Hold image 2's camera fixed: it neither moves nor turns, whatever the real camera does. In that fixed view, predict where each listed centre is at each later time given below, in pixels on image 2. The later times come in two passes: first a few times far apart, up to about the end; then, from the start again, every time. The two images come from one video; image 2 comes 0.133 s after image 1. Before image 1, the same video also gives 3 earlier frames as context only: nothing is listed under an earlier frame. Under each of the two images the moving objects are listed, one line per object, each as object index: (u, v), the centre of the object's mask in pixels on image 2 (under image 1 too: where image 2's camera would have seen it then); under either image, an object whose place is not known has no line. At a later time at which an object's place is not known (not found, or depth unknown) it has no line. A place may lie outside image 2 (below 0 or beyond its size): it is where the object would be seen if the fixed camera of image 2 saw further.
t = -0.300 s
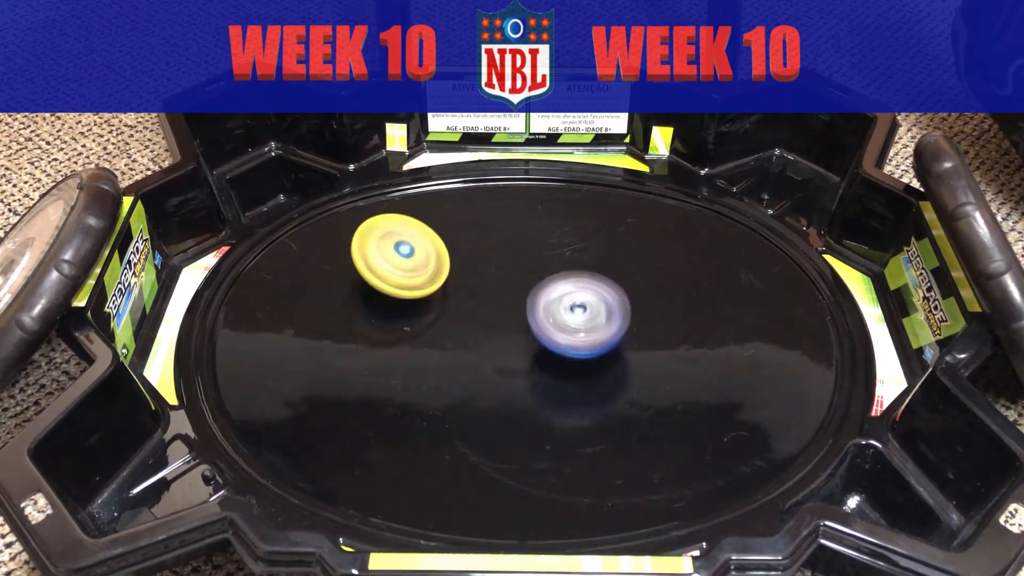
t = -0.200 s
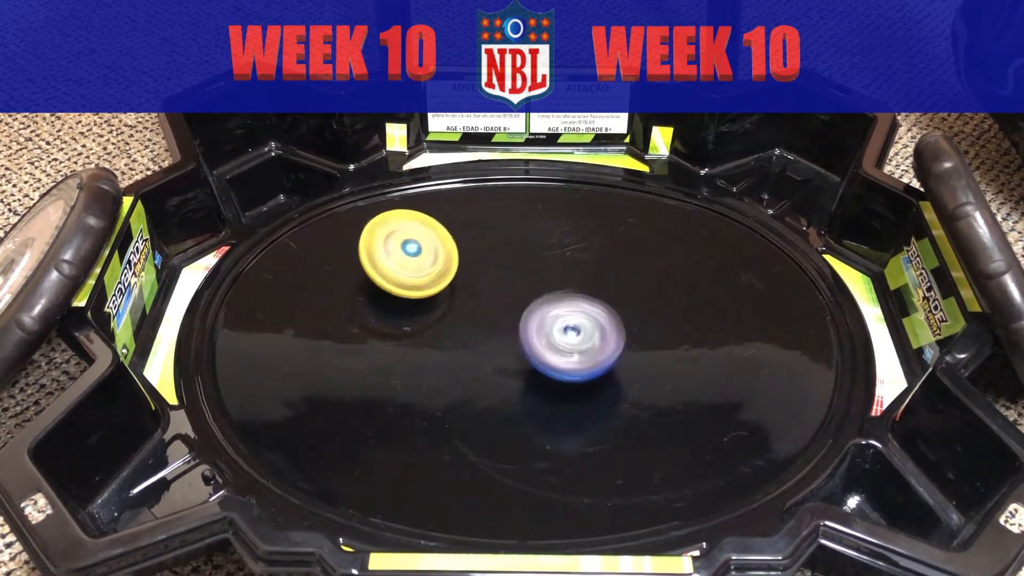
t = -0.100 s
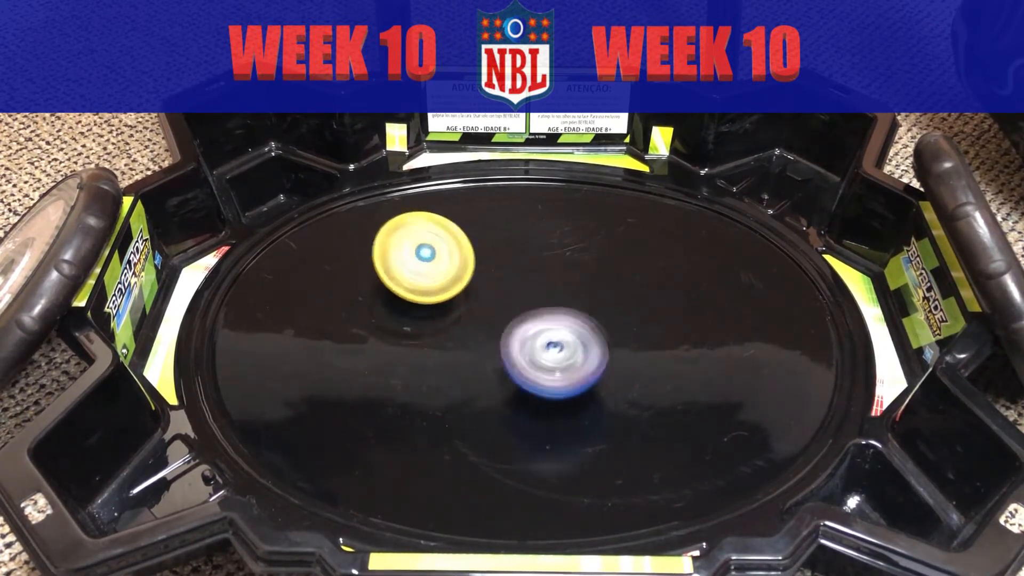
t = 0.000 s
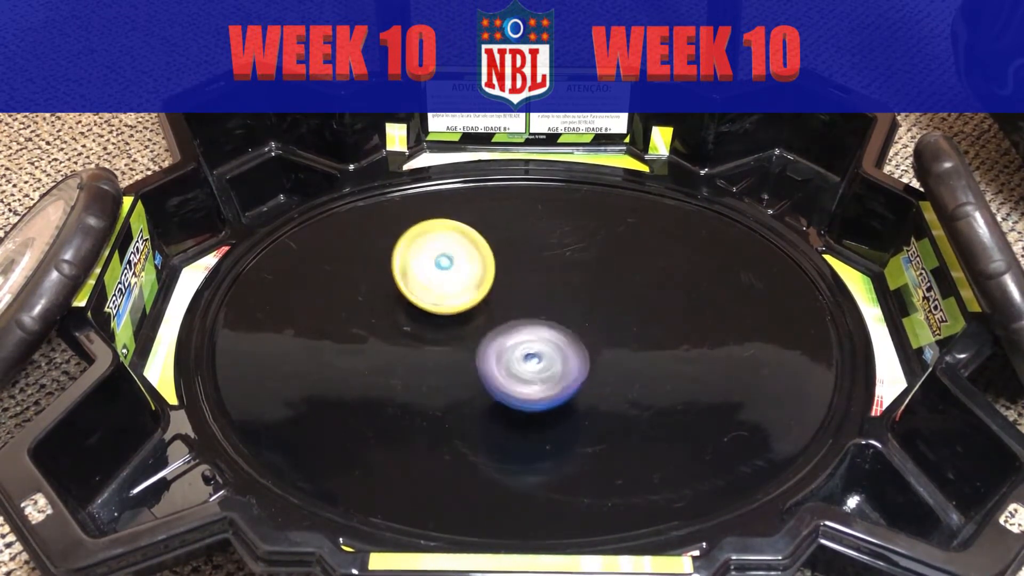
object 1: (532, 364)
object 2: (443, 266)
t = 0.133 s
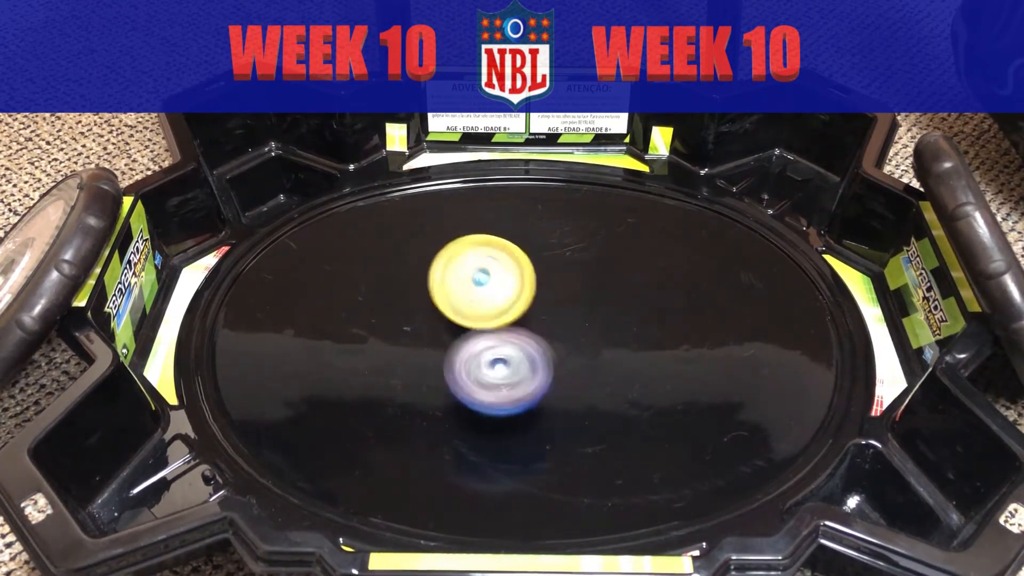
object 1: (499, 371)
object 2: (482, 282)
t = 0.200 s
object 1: (482, 370)
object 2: (510, 292)
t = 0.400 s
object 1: (458, 335)
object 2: (610, 337)
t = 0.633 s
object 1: (497, 298)
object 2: (690, 373)
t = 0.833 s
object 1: (550, 293)
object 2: (680, 380)
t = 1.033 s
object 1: (587, 310)
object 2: (632, 379)
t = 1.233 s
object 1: (567, 281)
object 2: (531, 375)
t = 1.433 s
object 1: (535, 271)
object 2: (418, 313)
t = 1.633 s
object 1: (493, 285)
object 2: (346, 254)
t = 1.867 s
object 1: (461, 324)
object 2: (354, 244)
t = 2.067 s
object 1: (456, 354)
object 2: (402, 265)
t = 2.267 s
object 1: (478, 378)
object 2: (509, 304)
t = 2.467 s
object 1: (523, 374)
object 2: (627, 351)
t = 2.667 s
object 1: (561, 347)
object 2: (721, 386)
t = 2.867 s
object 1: (577, 312)
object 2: (718, 392)
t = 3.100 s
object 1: (567, 283)
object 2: (640, 378)
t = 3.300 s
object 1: (533, 275)
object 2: (518, 350)
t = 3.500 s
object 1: (514, 258)
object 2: (422, 325)
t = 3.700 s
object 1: (498, 277)
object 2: (388, 282)
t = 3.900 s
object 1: (490, 319)
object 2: (404, 272)
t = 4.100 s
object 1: (495, 355)
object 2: (454, 281)
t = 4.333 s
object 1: (520, 379)
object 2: (569, 316)
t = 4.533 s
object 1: (551, 377)
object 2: (651, 363)
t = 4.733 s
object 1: (563, 355)
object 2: (656, 386)
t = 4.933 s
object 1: (559, 319)
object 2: (618, 389)
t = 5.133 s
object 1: (529, 278)
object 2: (532, 382)
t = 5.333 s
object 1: (499, 269)
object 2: (464, 345)
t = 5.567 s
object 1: (495, 262)
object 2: (421, 316)
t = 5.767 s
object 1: (540, 271)
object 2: (438, 295)
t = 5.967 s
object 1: (593, 291)
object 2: (472, 297)
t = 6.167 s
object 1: (623, 308)
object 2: (510, 325)
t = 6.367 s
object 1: (647, 320)
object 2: (520, 374)
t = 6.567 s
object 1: (632, 328)
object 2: (508, 397)
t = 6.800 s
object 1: (582, 340)
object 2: (497, 382)
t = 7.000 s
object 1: (584, 331)
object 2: (486, 331)
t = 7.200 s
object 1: (607, 328)
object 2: (535, 284)
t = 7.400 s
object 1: (610, 347)
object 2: (601, 276)
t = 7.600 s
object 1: (590, 382)
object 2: (642, 301)
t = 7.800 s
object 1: (568, 401)
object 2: (622, 328)
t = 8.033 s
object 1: (528, 391)
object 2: (576, 318)
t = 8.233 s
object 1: (506, 374)
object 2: (533, 295)
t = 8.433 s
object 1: (495, 375)
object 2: (521, 282)
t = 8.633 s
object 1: (498, 361)
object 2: (520, 284)
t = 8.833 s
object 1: (494, 363)
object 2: (526, 288)
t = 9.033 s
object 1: (490, 364)
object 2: (522, 288)
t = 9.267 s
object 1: (484, 358)
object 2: (521, 284)
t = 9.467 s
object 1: (467, 352)
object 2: (518, 286)
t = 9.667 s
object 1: (474, 378)
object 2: (534, 281)
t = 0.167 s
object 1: (491, 371)
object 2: (495, 287)
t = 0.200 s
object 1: (482, 370)
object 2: (510, 292)
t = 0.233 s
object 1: (474, 366)
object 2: (526, 299)
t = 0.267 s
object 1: (467, 361)
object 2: (542, 307)
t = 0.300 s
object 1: (463, 355)
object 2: (559, 315)
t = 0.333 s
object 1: (460, 349)
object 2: (576, 322)
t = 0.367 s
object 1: (458, 342)
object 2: (593, 330)
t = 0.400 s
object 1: (458, 335)
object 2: (610, 337)
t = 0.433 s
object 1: (459, 328)
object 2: (625, 344)
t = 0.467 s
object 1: (463, 322)
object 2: (641, 350)
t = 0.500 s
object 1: (467, 316)
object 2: (656, 356)
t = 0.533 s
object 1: (473, 311)
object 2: (668, 361)
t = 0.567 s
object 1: (480, 306)
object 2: (679, 366)
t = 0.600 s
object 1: (488, 302)
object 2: (685, 370)
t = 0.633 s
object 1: (497, 298)
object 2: (690, 373)
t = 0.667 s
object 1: (505, 296)
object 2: (692, 375)
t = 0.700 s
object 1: (514, 294)
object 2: (692, 377)
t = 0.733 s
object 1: (523, 292)
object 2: (691, 378)
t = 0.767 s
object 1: (533, 291)
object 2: (689, 379)
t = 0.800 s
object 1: (542, 292)
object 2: (685, 379)
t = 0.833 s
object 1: (550, 293)
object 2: (680, 380)
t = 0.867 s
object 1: (558, 294)
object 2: (674, 380)
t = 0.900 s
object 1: (566, 297)
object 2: (666, 380)
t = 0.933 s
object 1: (574, 300)
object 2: (657, 379)
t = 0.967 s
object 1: (580, 304)
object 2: (648, 378)
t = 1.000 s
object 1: (585, 308)
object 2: (639, 378)
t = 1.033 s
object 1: (587, 310)
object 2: (632, 379)
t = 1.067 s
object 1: (584, 305)
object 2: (622, 386)
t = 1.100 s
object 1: (580, 299)
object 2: (609, 391)
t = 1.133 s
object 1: (577, 293)
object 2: (592, 393)
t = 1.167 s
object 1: (574, 289)
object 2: (573, 390)
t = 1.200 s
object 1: (570, 284)
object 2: (552, 383)
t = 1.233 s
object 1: (567, 281)
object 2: (531, 375)
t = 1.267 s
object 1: (562, 278)
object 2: (510, 366)
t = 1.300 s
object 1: (558, 275)
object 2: (490, 356)
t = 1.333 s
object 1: (552, 274)
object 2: (470, 346)
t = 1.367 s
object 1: (547, 272)
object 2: (452, 335)
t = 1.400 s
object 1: (541, 271)
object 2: (434, 324)
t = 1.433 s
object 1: (535, 271)
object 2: (418, 313)
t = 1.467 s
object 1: (528, 271)
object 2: (402, 302)
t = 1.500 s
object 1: (521, 273)
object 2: (387, 291)
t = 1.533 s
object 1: (514, 275)
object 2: (373, 280)
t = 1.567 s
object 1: (507, 278)
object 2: (361, 269)
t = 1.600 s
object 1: (500, 281)
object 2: (352, 261)
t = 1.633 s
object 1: (493, 285)
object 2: (346, 254)
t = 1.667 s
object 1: (487, 290)
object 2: (343, 248)
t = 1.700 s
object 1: (481, 295)
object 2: (341, 244)
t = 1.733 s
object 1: (476, 300)
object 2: (341, 242)
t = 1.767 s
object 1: (471, 307)
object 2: (342, 241)
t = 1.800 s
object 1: (467, 312)
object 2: (345, 241)
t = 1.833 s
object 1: (464, 318)
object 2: (349, 242)
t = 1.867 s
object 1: (461, 324)
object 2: (354, 244)
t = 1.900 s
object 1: (459, 330)
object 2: (360, 246)
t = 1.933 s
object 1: (457, 336)
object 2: (367, 248)
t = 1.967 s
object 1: (456, 340)
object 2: (374, 252)
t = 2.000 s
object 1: (456, 345)
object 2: (382, 256)
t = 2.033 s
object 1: (455, 350)
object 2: (391, 261)
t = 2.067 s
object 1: (456, 354)
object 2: (402, 265)
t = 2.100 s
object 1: (458, 359)
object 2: (416, 270)
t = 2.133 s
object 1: (461, 363)
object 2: (431, 276)
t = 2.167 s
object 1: (466, 368)
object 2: (450, 283)
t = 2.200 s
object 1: (468, 372)
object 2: (469, 290)
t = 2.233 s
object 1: (473, 375)
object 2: (489, 296)
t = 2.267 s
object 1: (478, 378)
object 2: (509, 304)
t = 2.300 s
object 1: (484, 379)
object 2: (530, 312)
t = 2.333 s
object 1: (491, 380)
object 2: (550, 320)
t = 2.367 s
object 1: (497, 380)
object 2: (571, 328)
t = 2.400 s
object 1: (505, 379)
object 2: (590, 336)
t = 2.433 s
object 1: (513, 376)
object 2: (609, 344)
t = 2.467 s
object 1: (523, 374)
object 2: (627, 351)
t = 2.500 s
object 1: (531, 370)
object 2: (646, 358)
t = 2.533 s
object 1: (538, 366)
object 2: (664, 365)
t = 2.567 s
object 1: (545, 362)
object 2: (682, 372)
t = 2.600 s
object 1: (551, 357)
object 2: (698, 377)
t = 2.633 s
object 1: (558, 352)
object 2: (712, 383)
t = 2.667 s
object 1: (561, 347)
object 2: (721, 386)
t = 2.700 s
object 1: (567, 340)
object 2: (727, 389)
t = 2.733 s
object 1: (569, 334)
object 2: (730, 391)
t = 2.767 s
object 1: (573, 328)
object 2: (729, 392)
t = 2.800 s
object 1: (574, 323)
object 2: (727, 393)
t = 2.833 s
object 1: (576, 317)
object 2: (724, 393)
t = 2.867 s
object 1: (577, 312)
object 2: (718, 392)
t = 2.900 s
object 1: (578, 306)
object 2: (711, 391)
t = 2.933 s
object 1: (578, 302)
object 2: (702, 390)
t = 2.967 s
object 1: (577, 298)
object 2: (692, 388)
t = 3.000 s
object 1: (575, 293)
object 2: (680, 386)
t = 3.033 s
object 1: (573, 289)
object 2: (668, 383)
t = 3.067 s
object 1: (570, 286)
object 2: (655, 380)
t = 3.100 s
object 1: (567, 283)
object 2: (640, 378)
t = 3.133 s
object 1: (562, 280)
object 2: (621, 375)
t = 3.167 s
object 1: (557, 278)
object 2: (601, 372)
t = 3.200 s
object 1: (551, 276)
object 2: (581, 368)
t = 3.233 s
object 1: (546, 275)
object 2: (559, 362)
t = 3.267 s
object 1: (539, 275)
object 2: (538, 357)
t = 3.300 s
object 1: (533, 275)
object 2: (518, 350)
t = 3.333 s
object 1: (528, 275)
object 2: (499, 344)
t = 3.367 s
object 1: (524, 268)
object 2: (478, 344)
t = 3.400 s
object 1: (521, 264)
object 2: (460, 343)
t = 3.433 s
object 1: (519, 261)
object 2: (445, 340)
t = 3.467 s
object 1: (516, 259)
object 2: (432, 334)
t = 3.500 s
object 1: (514, 258)
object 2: (422, 325)
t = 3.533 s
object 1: (512, 258)
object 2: (412, 317)
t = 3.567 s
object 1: (509, 260)
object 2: (403, 309)
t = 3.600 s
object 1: (507, 263)
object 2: (397, 301)
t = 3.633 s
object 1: (504, 267)
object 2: (392, 294)
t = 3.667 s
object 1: (501, 272)
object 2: (389, 287)
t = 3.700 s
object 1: (498, 277)
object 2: (388, 282)
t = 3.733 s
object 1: (496, 284)
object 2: (389, 278)
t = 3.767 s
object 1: (493, 290)
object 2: (390, 275)
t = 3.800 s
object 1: (491, 297)
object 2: (393, 274)
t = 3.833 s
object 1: (491, 304)
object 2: (396, 272)
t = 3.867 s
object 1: (490, 312)
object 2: (399, 272)
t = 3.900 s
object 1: (490, 319)
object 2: (404, 272)
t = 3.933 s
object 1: (490, 325)
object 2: (409, 273)
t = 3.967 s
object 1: (490, 332)
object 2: (415, 274)
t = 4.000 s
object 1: (490, 338)
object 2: (422, 275)
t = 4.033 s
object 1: (491, 345)
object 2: (431, 277)
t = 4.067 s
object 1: (493, 350)
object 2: (442, 279)
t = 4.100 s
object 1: (495, 355)
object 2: (454, 281)
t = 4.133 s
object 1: (498, 360)
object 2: (468, 285)
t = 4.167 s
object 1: (501, 364)
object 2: (484, 289)
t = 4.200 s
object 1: (504, 367)
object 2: (501, 293)
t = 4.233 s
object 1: (508, 371)
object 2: (517, 298)
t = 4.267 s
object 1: (511, 373)
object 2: (535, 303)
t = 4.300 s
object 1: (517, 377)
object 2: (552, 309)
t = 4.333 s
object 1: (520, 379)
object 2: (569, 316)
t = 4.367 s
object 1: (526, 380)
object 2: (586, 324)
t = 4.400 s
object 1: (532, 380)
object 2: (602, 332)
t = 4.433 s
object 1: (537, 380)
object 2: (617, 340)
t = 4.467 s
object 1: (543, 380)
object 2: (631, 348)
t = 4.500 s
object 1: (548, 378)
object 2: (642, 356)
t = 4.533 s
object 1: (551, 377)
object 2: (651, 363)
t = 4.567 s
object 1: (554, 375)
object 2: (656, 370)
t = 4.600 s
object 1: (556, 372)
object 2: (659, 375)
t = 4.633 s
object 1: (558, 369)
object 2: (661, 379)
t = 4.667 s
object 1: (561, 365)
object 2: (661, 382)
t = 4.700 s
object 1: (562, 359)
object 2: (659, 384)
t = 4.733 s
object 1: (563, 355)
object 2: (656, 386)
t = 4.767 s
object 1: (564, 349)
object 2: (653, 387)
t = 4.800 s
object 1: (564, 343)
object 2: (648, 388)
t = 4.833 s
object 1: (564, 338)
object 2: (642, 388)
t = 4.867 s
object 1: (563, 332)
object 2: (636, 387)
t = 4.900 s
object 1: (561, 325)
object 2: (628, 388)
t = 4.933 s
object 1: (559, 319)
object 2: (618, 389)
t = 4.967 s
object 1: (556, 312)
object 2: (605, 388)
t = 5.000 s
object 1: (551, 306)
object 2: (591, 387)
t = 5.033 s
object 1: (548, 303)
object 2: (576, 383)
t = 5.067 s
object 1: (543, 297)
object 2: (560, 380)
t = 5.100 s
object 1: (536, 285)
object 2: (545, 383)
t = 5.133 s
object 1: (529, 278)
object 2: (532, 382)
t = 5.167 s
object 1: (523, 273)
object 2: (519, 378)
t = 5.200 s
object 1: (518, 269)
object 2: (508, 372)
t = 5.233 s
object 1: (512, 268)
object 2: (497, 365)
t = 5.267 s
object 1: (506, 269)
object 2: (485, 357)
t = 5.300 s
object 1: (502, 270)
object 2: (475, 349)
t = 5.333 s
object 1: (499, 269)
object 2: (464, 345)
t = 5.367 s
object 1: (496, 265)
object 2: (454, 341)
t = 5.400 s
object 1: (492, 265)
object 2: (446, 336)
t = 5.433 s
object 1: (490, 265)
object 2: (440, 331)
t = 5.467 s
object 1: (490, 262)
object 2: (432, 329)
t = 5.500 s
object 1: (491, 261)
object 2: (425, 326)
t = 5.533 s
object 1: (493, 261)
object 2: (422, 322)
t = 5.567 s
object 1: (495, 262)
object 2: (421, 316)
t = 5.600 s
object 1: (501, 262)
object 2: (421, 311)
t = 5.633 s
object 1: (507, 263)
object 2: (422, 307)
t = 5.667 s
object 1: (514, 265)
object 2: (426, 302)
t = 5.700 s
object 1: (523, 267)
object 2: (430, 300)
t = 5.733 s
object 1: (533, 269)
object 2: (433, 297)
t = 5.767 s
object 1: (540, 271)
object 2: (438, 295)
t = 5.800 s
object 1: (547, 274)
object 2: (444, 295)
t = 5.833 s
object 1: (554, 278)
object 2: (452, 294)
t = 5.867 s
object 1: (563, 281)
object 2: (460, 294)
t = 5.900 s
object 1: (574, 285)
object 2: (464, 294)
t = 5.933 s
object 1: (585, 288)
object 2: (468, 295)
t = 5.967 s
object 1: (593, 291)
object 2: (472, 297)
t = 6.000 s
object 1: (599, 294)
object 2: (476, 300)
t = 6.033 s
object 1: (605, 297)
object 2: (481, 303)
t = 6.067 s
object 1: (610, 300)
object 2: (487, 307)
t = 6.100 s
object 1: (615, 303)
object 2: (494, 313)
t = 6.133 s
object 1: (620, 306)
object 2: (502, 319)
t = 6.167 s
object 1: (623, 308)
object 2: (510, 325)
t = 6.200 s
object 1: (627, 311)
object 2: (518, 332)
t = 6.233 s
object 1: (629, 314)
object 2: (525, 339)
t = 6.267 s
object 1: (631, 317)
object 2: (529, 347)
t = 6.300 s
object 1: (639, 318)
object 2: (525, 358)
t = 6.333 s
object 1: (643, 318)
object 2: (522, 366)
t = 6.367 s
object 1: (647, 320)
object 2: (520, 374)
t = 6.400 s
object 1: (649, 321)
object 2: (519, 382)
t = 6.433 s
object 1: (648, 322)
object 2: (516, 388)
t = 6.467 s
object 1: (646, 324)
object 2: (514, 392)
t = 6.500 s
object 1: (643, 325)
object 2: (512, 395)
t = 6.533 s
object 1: (638, 327)
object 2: (509, 396)
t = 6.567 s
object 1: (632, 328)
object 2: (508, 397)
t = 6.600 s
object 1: (625, 331)
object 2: (506, 396)
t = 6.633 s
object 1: (618, 332)
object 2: (505, 395)
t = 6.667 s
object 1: (611, 334)
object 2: (503, 394)
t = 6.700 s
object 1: (603, 335)
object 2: (503, 391)
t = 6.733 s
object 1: (596, 337)
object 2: (502, 389)
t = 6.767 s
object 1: (588, 339)
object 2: (500, 386)
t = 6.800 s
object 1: (582, 340)
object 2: (497, 382)
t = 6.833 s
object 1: (577, 338)
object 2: (492, 376)
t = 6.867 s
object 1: (575, 336)
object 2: (488, 369)
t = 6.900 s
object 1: (576, 335)
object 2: (483, 361)
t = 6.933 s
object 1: (578, 333)
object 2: (481, 352)
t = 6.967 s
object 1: (580, 332)
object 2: (482, 342)
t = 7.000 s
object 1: (584, 331)
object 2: (486, 331)
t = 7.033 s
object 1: (587, 329)
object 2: (492, 321)
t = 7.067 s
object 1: (592, 327)
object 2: (500, 312)
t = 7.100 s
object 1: (596, 327)
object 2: (507, 304)
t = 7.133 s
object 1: (600, 327)
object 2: (515, 296)
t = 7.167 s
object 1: (603, 327)
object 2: (525, 290)
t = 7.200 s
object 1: (607, 328)
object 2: (535, 284)
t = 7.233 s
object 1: (609, 330)
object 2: (545, 279)
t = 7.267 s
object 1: (612, 333)
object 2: (556, 276)
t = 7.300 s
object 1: (613, 336)
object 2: (567, 274)
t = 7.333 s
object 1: (613, 339)
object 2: (579, 273)
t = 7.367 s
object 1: (612, 344)
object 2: (589, 274)
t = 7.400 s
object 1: (610, 347)
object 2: (601, 276)
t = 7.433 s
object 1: (607, 352)
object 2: (611, 280)
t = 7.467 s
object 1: (604, 357)
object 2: (619, 285)
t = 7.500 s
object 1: (601, 363)
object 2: (627, 290)
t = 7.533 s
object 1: (597, 371)
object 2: (633, 295)
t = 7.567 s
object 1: (593, 377)
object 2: (638, 298)
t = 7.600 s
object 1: (590, 382)
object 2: (642, 301)
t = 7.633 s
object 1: (588, 386)
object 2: (641, 304)
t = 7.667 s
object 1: (587, 389)
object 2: (639, 311)
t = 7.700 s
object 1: (585, 390)
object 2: (636, 319)
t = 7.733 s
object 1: (583, 393)
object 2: (631, 327)
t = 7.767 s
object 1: (577, 401)
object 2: (626, 330)
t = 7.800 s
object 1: (568, 401)
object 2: (622, 328)
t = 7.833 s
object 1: (560, 405)
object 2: (618, 327)
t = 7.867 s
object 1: (555, 402)
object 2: (614, 327)
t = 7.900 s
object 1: (551, 401)
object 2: (608, 326)
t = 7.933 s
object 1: (545, 399)
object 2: (602, 325)
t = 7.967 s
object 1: (540, 398)
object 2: (593, 323)
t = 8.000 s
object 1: (534, 394)
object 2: (585, 321)
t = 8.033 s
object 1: (528, 391)
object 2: (576, 318)
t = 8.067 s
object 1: (525, 386)
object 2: (567, 314)
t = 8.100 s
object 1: (522, 383)
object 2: (559, 311)
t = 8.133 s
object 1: (519, 383)
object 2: (552, 307)
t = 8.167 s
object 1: (515, 380)
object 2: (545, 304)
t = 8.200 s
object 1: (510, 377)
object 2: (539, 299)
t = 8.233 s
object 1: (506, 374)
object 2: (533, 295)
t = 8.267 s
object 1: (502, 373)
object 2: (529, 291)
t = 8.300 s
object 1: (502, 374)
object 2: (525, 288)
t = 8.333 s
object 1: (498, 374)
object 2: (523, 285)
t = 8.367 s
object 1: (494, 375)
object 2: (522, 284)
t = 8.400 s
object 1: (494, 376)
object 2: (522, 283)
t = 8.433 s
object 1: (495, 375)
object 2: (521, 282)
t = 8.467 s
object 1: (497, 374)
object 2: (521, 282)
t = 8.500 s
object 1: (496, 372)
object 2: (521, 282)
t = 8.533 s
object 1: (497, 370)
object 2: (521, 282)
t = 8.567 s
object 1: (497, 366)
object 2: (520, 283)
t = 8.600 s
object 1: (496, 364)
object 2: (520, 283)
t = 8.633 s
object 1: (498, 361)
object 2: (520, 284)
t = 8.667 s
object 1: (496, 358)
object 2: (520, 284)
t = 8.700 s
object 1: (494, 357)
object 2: (520, 284)
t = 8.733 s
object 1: (493, 357)
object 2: (521, 285)
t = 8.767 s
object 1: (491, 359)
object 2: (524, 286)
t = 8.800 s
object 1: (492, 362)
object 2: (525, 287)
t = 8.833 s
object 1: (494, 363)
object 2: (526, 288)
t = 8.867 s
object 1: (493, 363)
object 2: (525, 291)
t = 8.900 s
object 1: (491, 364)
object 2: (525, 289)
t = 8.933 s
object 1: (491, 363)
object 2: (524, 288)
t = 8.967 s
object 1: (493, 366)
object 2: (524, 288)
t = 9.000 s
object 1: (492, 364)
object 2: (523, 288)
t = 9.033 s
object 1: (490, 364)
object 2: (522, 288)
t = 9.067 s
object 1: (490, 363)
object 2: (521, 287)
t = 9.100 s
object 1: (487, 365)
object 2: (522, 282)
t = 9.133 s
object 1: (485, 368)
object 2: (523, 281)
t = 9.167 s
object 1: (487, 366)
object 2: (524, 282)
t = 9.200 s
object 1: (490, 365)
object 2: (523, 282)
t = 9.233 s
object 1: (489, 363)
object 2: (522, 283)
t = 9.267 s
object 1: (484, 358)
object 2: (521, 284)
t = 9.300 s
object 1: (482, 356)
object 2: (520, 284)
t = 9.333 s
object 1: (478, 354)
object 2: (519, 284)
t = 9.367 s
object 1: (473, 351)
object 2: (519, 285)
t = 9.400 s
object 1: (471, 351)
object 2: (518, 286)
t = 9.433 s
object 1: (470, 352)
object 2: (519, 285)
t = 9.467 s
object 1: (467, 352)
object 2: (518, 286)
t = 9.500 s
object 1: (467, 355)
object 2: (519, 288)
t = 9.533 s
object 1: (471, 357)
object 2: (520, 289)
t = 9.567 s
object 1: (470, 363)
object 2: (525, 283)
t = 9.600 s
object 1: (470, 368)
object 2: (528, 280)
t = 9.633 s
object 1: (473, 374)
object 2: (533, 279)
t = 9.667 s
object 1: (474, 378)
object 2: (534, 281)
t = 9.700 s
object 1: (478, 379)
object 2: (532, 283)
